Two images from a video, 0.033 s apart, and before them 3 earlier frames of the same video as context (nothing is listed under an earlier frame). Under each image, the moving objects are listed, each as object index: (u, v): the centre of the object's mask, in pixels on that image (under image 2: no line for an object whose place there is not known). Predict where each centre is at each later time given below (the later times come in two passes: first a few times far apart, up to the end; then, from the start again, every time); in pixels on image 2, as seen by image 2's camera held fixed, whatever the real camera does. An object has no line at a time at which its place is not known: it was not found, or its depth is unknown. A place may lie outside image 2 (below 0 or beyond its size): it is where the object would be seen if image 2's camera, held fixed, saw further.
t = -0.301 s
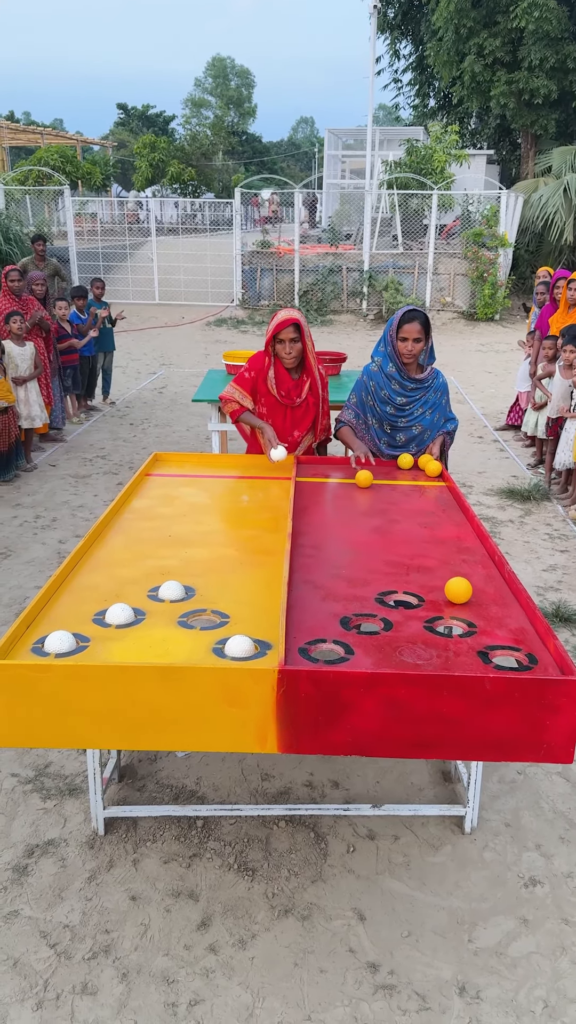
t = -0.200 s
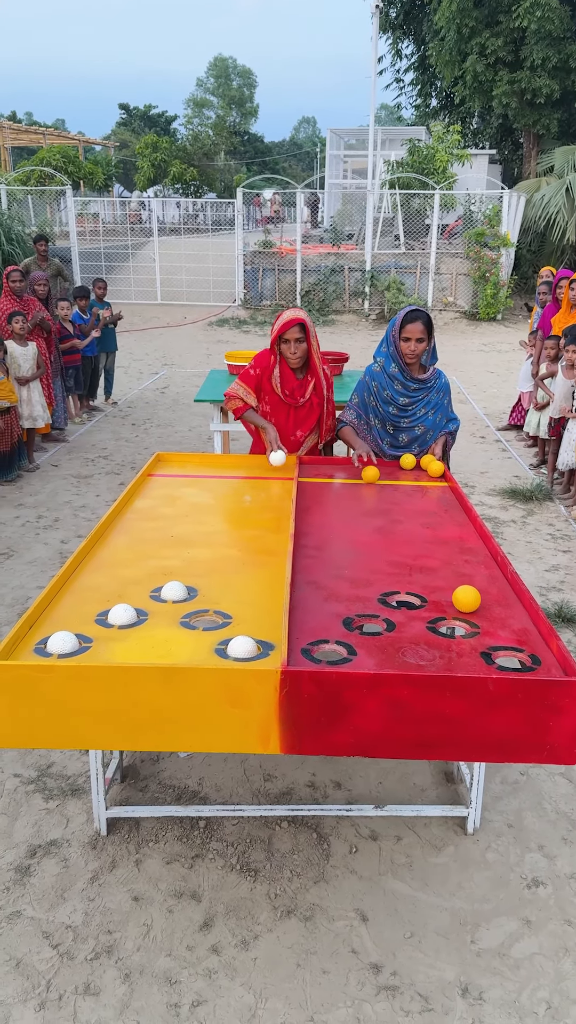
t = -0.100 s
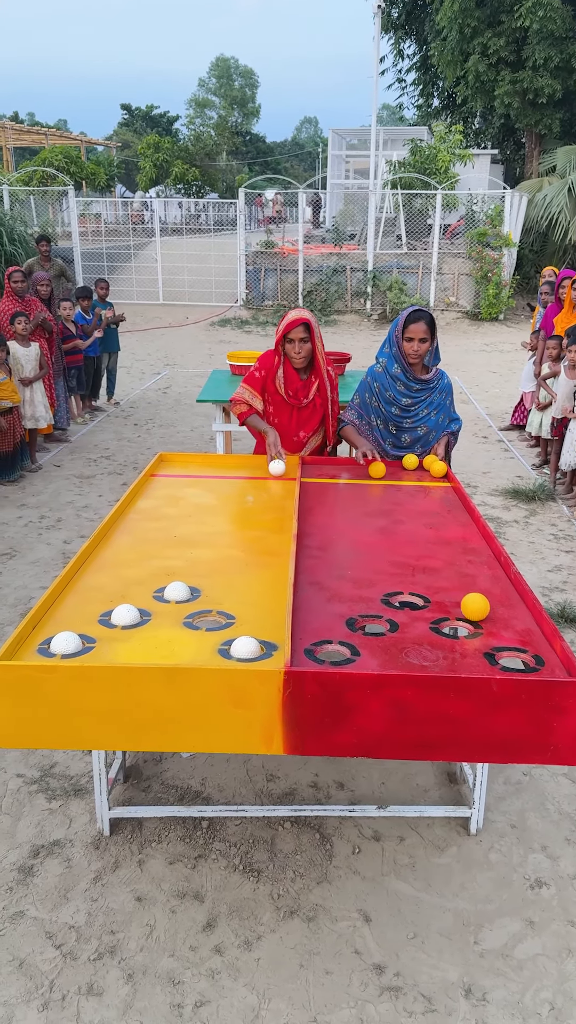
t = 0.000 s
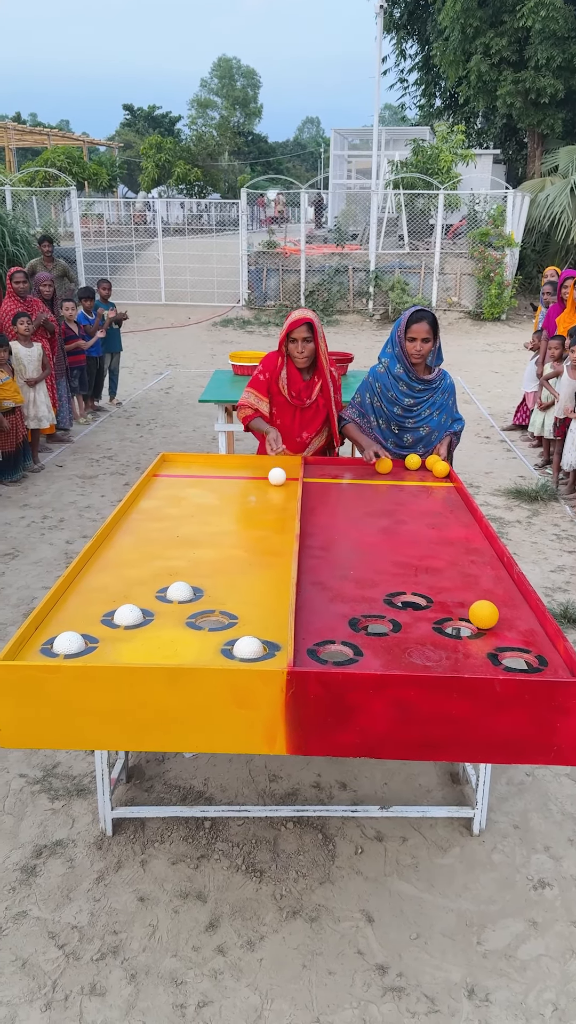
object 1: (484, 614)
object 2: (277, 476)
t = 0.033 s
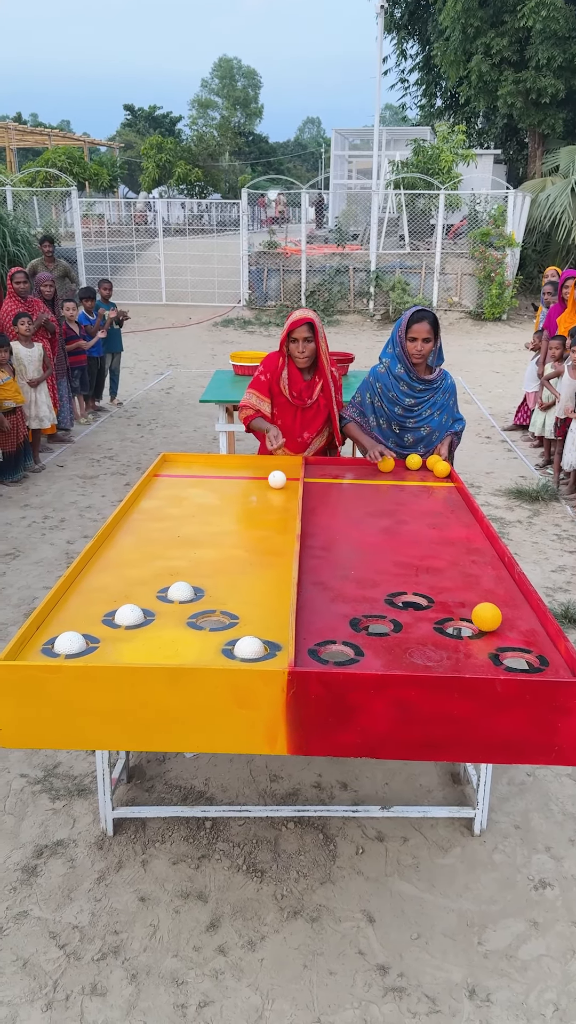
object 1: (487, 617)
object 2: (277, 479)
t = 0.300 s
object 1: (501, 634)
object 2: (271, 503)
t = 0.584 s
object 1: (528, 649)
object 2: (265, 532)
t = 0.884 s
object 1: (522, 655)
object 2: (260, 565)
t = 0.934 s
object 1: (527, 653)
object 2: (259, 571)
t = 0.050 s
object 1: (487, 618)
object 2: (276, 481)
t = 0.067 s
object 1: (488, 619)
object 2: (276, 482)
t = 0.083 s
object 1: (489, 620)
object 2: (276, 484)
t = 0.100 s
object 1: (490, 621)
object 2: (275, 485)
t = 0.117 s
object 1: (491, 622)
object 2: (275, 487)
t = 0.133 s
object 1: (492, 623)
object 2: (275, 488)
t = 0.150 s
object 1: (493, 624)
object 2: (274, 490)
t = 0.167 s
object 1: (494, 626)
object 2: (274, 491)
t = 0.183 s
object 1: (495, 627)
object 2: (273, 492)
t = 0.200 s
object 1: (496, 628)
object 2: (273, 494)
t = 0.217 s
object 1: (497, 629)
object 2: (273, 495)
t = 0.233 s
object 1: (497, 630)
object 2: (272, 497)
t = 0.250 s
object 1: (498, 631)
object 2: (272, 499)
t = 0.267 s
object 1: (499, 632)
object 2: (272, 500)
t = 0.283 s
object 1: (500, 633)
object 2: (271, 502)
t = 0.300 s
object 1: (501, 634)
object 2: (271, 503)
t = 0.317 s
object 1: (502, 635)
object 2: (270, 505)
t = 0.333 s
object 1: (503, 636)
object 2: (270, 506)
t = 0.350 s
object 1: (503, 637)
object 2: (270, 508)
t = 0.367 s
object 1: (504, 638)
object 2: (269, 510)
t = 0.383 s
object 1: (505, 639)
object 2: (269, 511)
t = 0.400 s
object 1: (506, 640)
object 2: (269, 513)
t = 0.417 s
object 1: (507, 641)
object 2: (268, 515)
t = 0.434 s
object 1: (508, 643)
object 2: (268, 516)
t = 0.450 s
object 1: (509, 645)
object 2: (268, 518)
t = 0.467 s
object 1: (511, 647)
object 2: (267, 520)
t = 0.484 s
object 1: (512, 650)
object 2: (267, 521)
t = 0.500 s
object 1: (515, 653)
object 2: (267, 523)
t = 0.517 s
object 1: (519, 655)
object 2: (267, 525)
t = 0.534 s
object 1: (522, 655)
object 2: (266, 527)
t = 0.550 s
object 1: (525, 653)
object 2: (266, 528)
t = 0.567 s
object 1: (527, 651)
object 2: (266, 530)
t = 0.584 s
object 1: (528, 649)
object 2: (265, 532)
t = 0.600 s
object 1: (528, 648)
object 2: (265, 534)
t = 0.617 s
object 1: (528, 646)
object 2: (265, 536)
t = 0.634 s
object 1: (528, 645)
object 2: (265, 537)
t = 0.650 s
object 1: (527, 644)
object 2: (264, 539)
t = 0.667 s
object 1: (526, 644)
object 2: (264, 541)
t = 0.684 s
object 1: (525, 643)
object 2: (264, 543)
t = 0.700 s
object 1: (524, 643)
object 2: (263, 544)
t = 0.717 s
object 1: (523, 643)
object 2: (263, 546)
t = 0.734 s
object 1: (521, 643)
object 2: (263, 548)
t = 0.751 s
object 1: (520, 644)
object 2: (263, 550)
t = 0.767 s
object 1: (518, 645)
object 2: (262, 552)
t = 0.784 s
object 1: (517, 646)
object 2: (262, 554)
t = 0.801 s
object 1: (516, 648)
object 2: (262, 555)
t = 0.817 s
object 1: (514, 651)
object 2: (262, 557)
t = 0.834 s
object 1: (515, 653)
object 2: (261, 559)
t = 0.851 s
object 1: (517, 654)
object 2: (261, 561)
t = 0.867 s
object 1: (520, 655)
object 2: (261, 563)
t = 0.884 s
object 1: (522, 655)
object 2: (260, 565)
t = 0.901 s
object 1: (524, 654)
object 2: (260, 567)
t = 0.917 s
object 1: (526, 653)
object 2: (260, 569)
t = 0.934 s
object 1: (527, 653)
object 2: (259, 571)
